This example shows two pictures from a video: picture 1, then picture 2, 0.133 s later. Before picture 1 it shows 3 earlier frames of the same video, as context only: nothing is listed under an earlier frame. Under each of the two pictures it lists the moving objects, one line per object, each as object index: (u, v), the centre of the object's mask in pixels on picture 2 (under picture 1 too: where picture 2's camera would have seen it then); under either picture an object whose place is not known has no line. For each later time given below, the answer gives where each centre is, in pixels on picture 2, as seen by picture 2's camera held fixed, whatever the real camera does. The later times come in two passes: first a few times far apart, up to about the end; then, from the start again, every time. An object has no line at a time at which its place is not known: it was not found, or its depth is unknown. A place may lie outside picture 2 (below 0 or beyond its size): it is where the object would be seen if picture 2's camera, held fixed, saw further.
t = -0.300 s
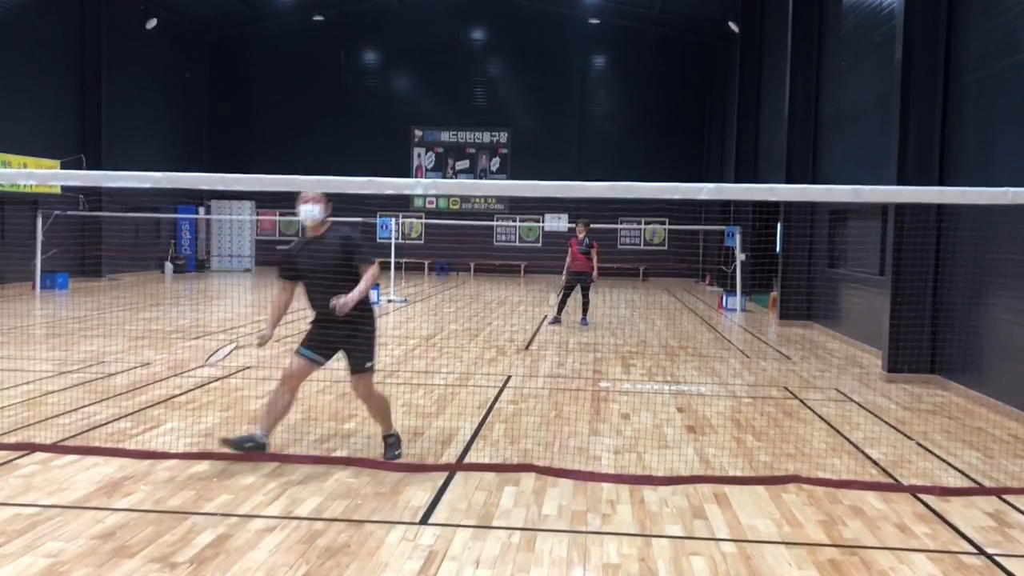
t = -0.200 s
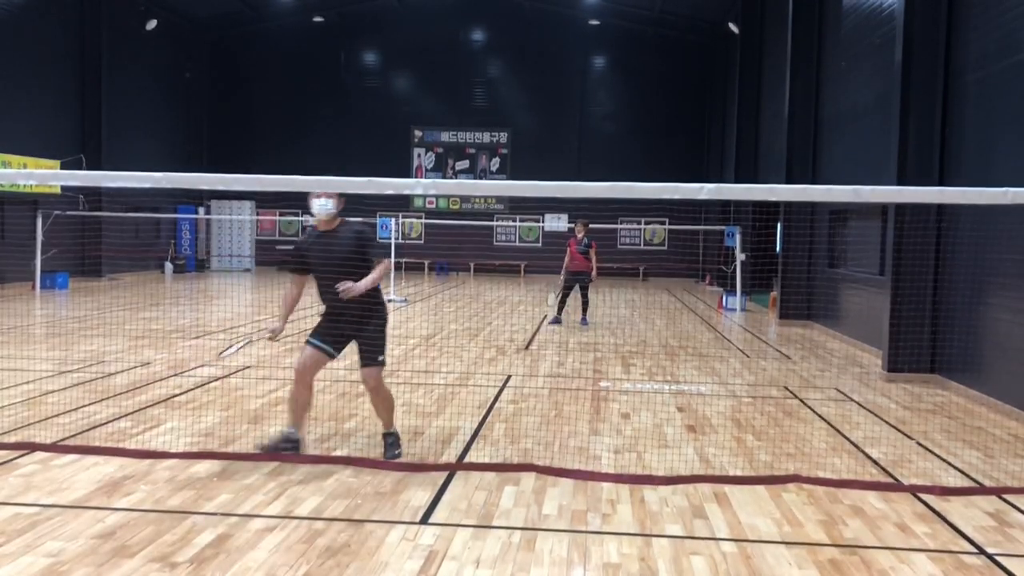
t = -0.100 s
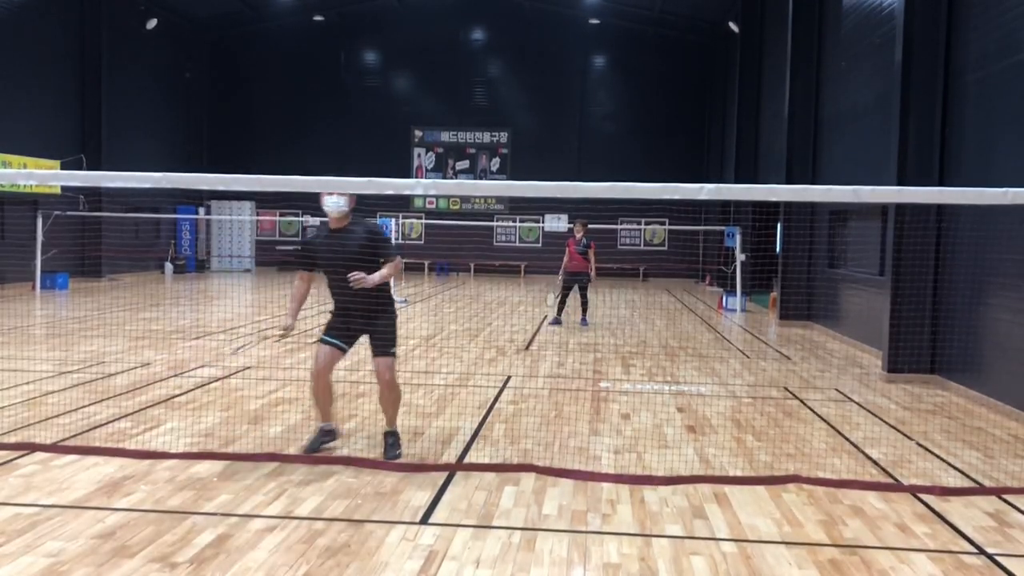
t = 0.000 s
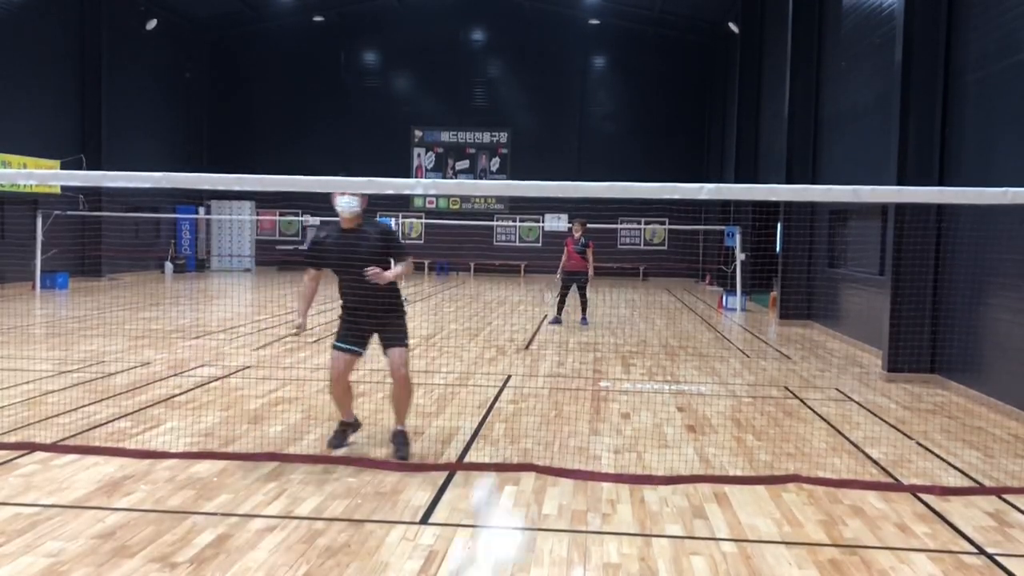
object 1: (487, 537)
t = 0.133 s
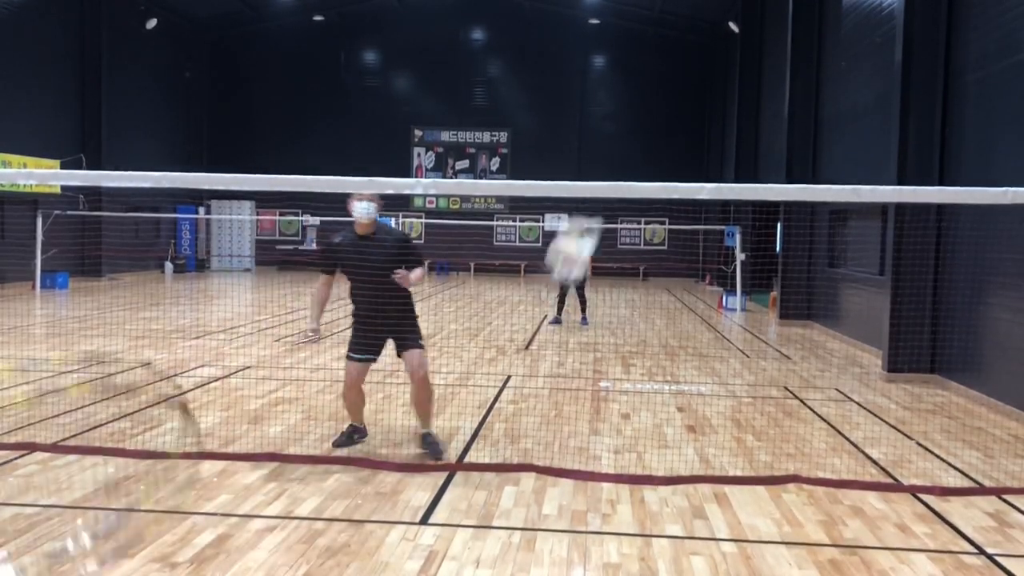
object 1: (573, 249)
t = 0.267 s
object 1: (635, 150)
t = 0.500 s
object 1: (675, 94)
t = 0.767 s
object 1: (700, 107)
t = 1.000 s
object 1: (711, 147)
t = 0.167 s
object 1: (591, 213)
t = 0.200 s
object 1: (606, 190)
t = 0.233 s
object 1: (623, 163)
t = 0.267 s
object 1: (635, 150)
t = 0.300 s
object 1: (645, 135)
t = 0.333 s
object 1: (653, 124)
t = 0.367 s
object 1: (660, 115)
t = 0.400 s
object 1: (664, 107)
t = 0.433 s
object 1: (668, 102)
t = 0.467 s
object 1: (671, 97)
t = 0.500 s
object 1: (675, 94)
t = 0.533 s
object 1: (677, 93)
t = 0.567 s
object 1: (681, 94)
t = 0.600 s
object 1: (684, 95)
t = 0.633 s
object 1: (687, 95)
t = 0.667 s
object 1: (691, 98)
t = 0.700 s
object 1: (694, 101)
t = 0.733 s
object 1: (697, 103)
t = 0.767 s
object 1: (700, 107)
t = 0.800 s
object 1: (702, 111)
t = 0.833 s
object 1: (704, 115)
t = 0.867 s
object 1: (706, 121)
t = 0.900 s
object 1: (708, 126)
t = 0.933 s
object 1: (709, 133)
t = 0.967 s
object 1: (710, 139)
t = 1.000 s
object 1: (711, 147)
